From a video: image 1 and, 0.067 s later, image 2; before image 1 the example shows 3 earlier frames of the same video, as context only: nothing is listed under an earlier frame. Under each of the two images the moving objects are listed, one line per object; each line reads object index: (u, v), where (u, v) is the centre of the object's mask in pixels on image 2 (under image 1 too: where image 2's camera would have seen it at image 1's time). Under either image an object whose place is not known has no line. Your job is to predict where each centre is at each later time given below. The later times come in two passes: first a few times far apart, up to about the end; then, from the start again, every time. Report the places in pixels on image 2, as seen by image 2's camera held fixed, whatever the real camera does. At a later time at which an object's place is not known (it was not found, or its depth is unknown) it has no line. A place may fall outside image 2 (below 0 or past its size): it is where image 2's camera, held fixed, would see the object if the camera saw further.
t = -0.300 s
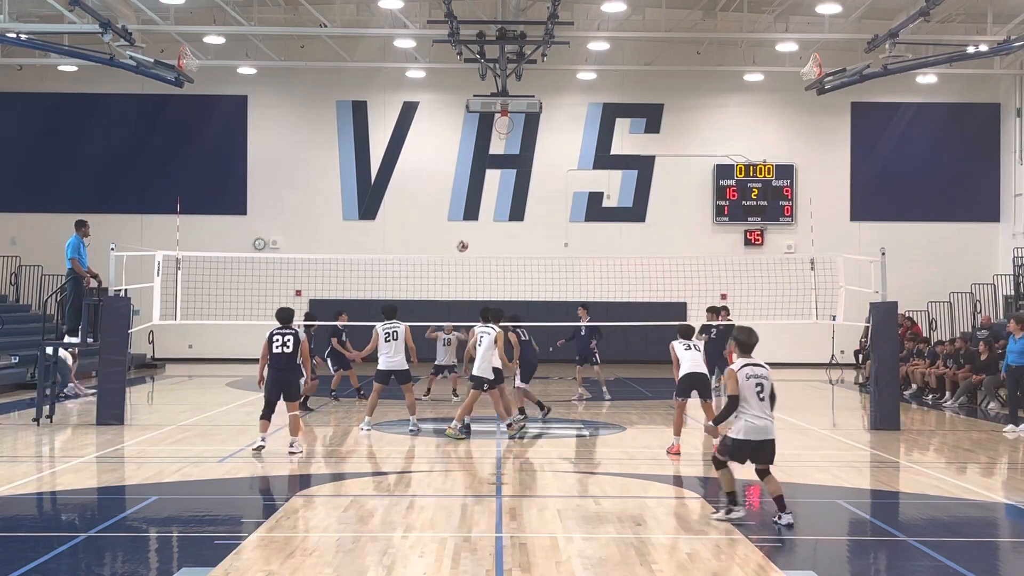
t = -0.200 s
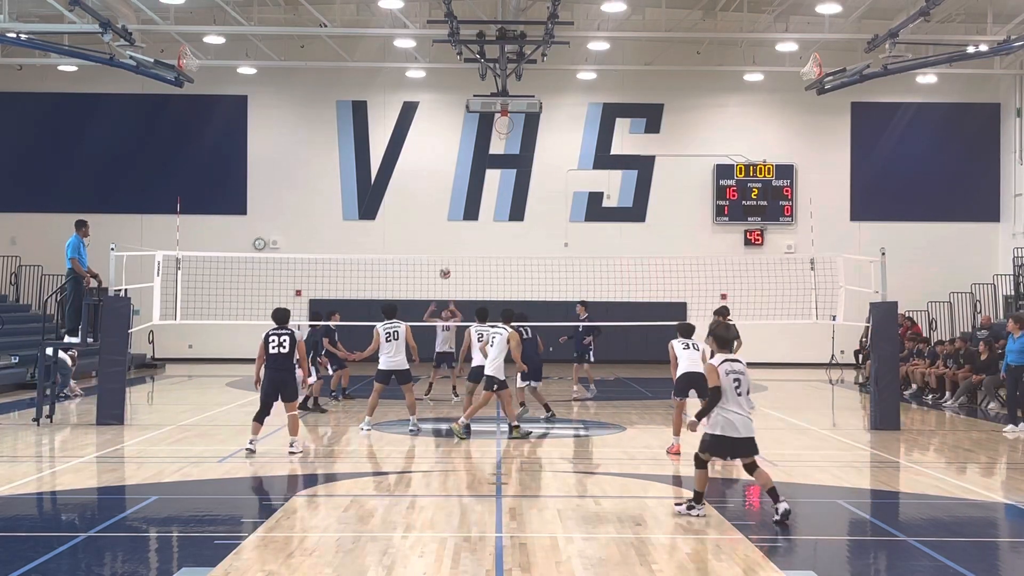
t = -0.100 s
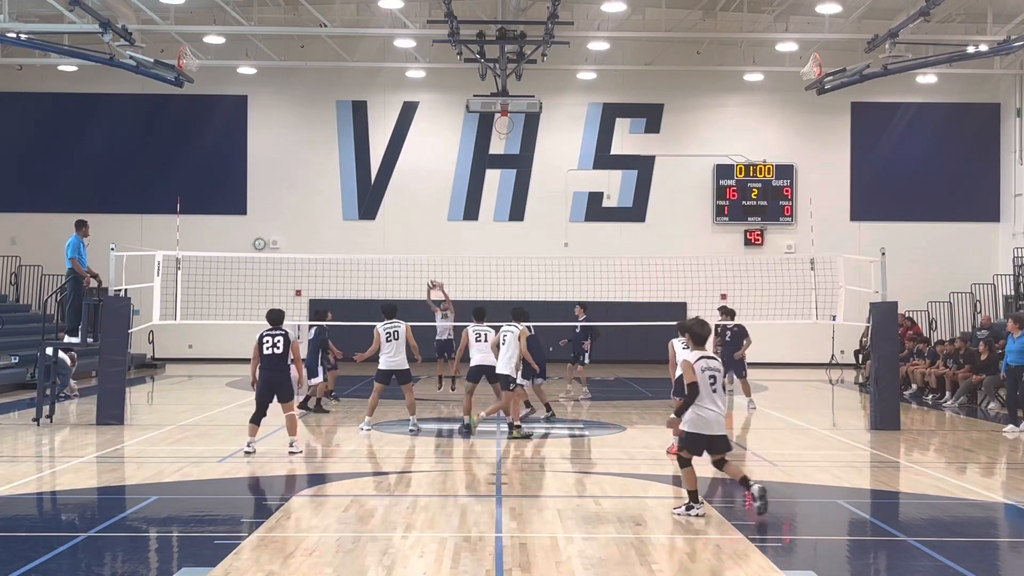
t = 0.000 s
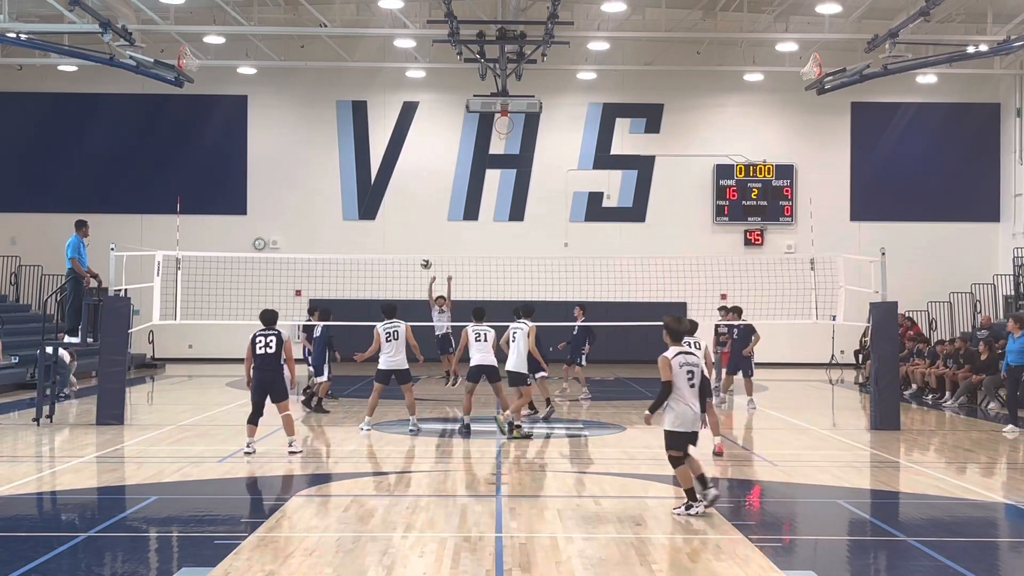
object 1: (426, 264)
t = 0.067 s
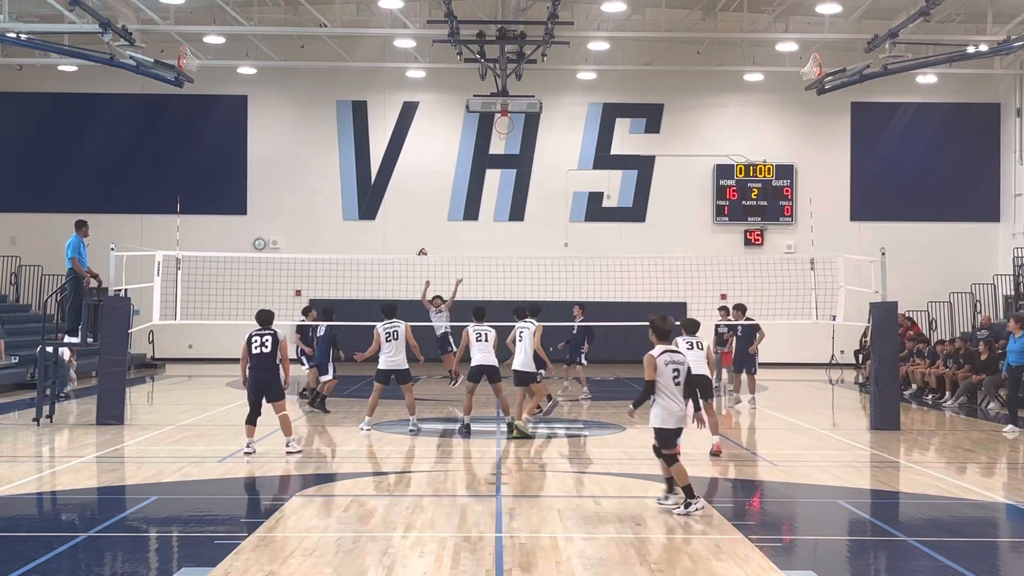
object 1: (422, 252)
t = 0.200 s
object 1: (413, 239)
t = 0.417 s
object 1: (398, 234)
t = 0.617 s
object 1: (385, 251)
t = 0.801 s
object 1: (371, 288)
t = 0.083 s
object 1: (421, 251)
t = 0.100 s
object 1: (419, 249)
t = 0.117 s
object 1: (418, 247)
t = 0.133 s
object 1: (417, 245)
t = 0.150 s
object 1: (416, 243)
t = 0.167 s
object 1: (415, 241)
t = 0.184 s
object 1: (414, 240)
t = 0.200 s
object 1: (413, 239)
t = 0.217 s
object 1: (412, 237)
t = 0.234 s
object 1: (410, 236)
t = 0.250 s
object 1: (409, 235)
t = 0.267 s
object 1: (408, 235)
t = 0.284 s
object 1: (407, 234)
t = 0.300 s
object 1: (406, 233)
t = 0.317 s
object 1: (405, 233)
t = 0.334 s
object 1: (404, 233)
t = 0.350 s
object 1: (403, 232)
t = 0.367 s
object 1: (401, 233)
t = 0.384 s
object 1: (400, 233)
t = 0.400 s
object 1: (399, 233)
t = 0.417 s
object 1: (398, 234)
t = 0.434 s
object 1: (397, 235)
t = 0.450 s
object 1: (396, 236)
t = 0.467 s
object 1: (395, 237)
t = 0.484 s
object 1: (394, 238)
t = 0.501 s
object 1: (392, 239)
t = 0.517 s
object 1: (391, 240)
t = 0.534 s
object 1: (390, 242)
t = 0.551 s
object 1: (389, 244)
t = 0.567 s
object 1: (388, 246)
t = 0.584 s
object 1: (387, 248)
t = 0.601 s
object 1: (386, 250)
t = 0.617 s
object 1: (385, 251)
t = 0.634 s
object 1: (383, 254)
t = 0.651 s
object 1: (382, 258)
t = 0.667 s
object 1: (381, 262)
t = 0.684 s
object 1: (380, 264)
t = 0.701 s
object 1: (378, 267)
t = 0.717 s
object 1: (378, 270)
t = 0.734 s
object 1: (377, 274)
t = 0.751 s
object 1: (375, 277)
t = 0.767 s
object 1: (374, 281)
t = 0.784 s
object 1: (372, 285)
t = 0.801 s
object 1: (371, 288)
